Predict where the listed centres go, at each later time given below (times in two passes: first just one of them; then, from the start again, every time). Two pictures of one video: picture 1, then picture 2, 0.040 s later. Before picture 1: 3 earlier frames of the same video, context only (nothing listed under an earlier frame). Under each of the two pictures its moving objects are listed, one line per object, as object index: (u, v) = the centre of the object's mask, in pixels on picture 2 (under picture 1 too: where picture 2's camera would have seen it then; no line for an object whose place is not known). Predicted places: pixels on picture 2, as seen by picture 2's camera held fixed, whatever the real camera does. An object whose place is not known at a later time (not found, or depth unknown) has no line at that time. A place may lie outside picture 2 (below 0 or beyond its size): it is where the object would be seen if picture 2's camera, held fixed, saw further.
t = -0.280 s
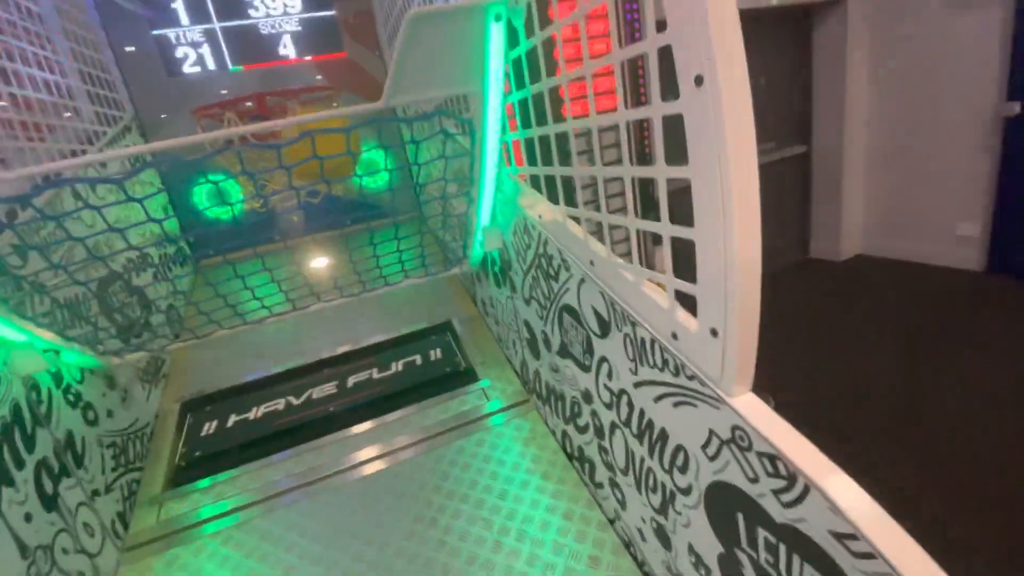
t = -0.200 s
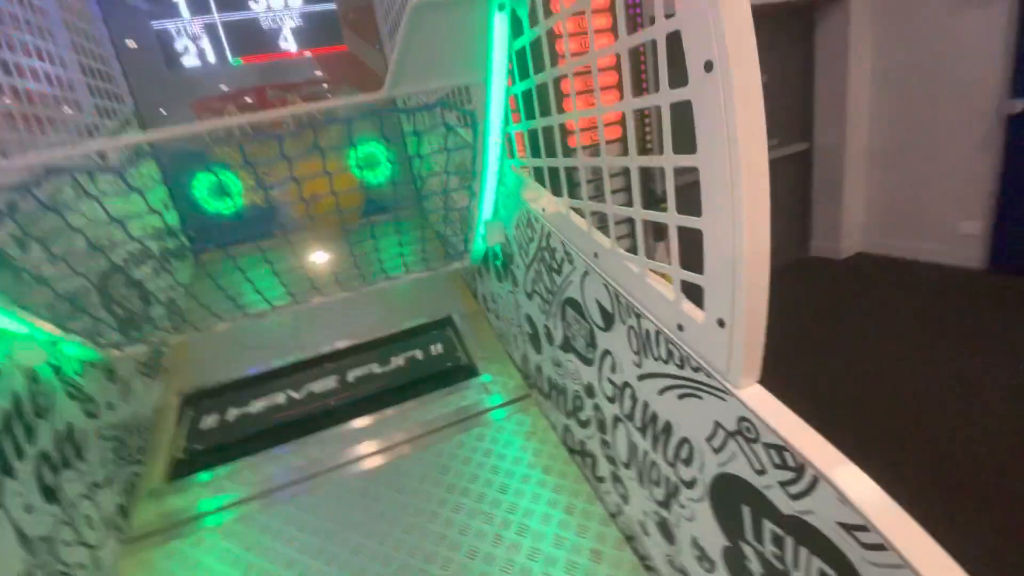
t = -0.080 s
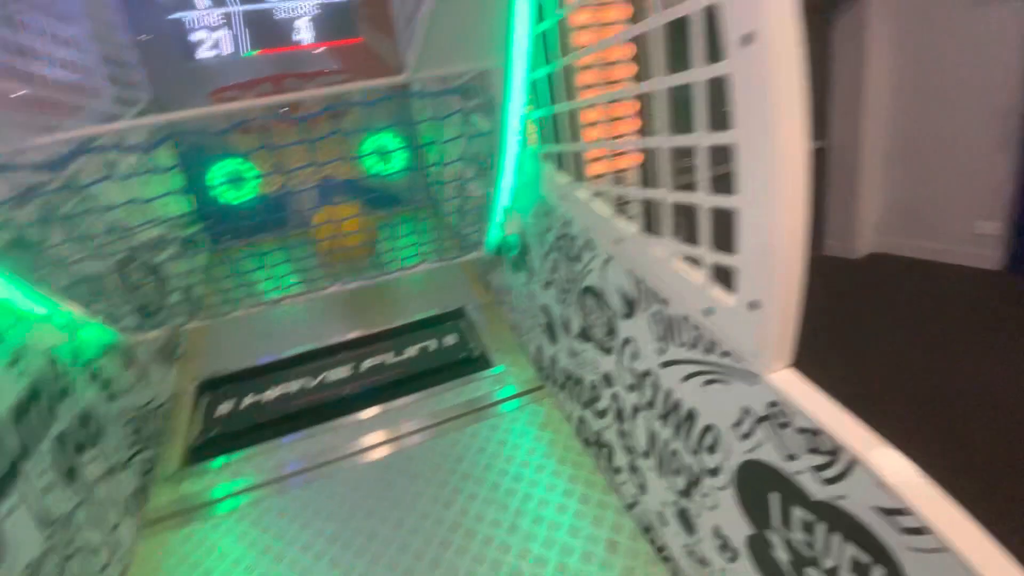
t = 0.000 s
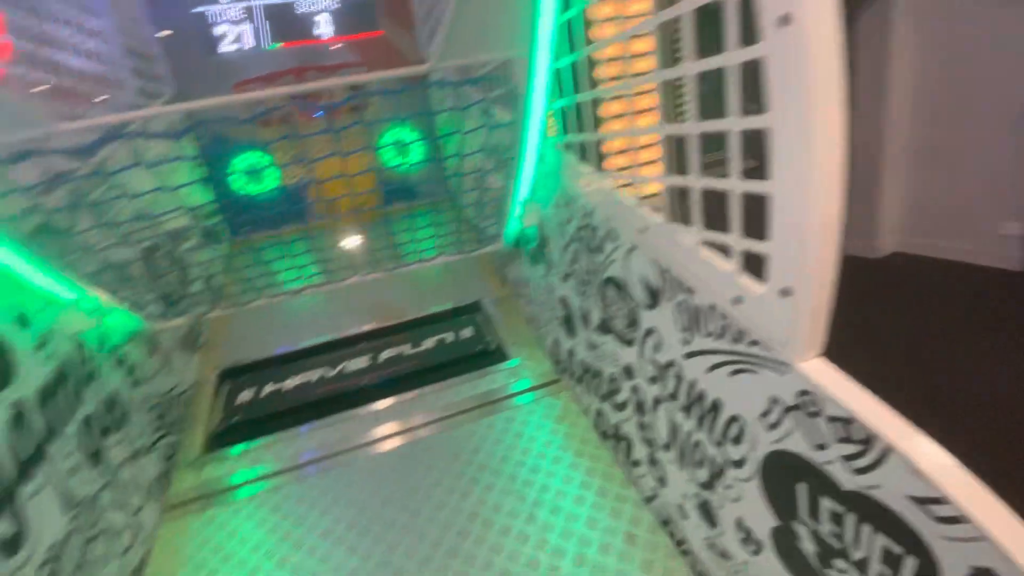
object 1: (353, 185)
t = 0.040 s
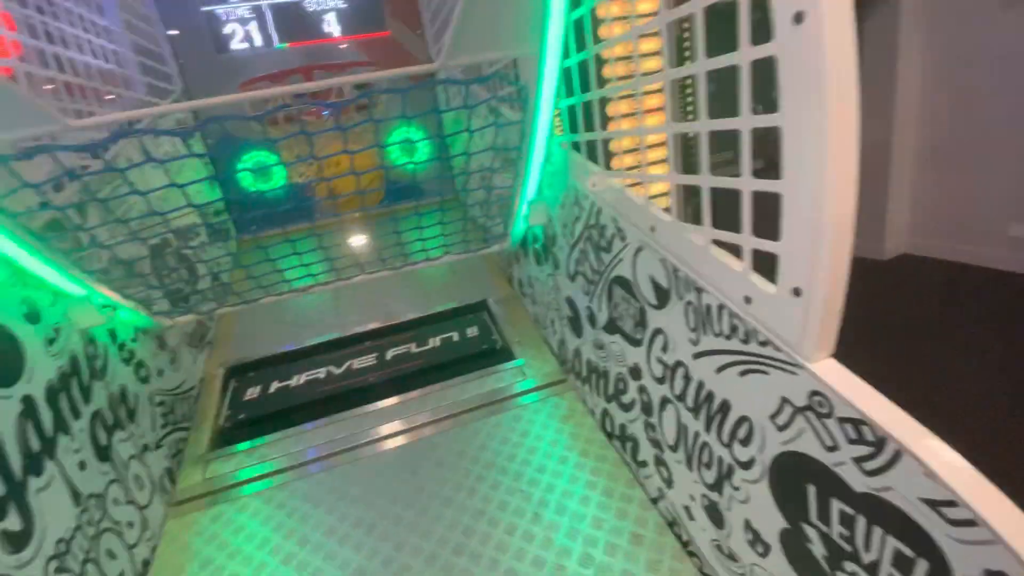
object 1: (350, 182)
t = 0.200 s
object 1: (340, 191)
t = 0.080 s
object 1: (347, 180)
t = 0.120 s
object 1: (343, 174)
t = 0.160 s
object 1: (343, 186)
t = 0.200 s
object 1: (340, 191)
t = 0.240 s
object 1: (346, 213)
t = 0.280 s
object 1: (349, 236)
